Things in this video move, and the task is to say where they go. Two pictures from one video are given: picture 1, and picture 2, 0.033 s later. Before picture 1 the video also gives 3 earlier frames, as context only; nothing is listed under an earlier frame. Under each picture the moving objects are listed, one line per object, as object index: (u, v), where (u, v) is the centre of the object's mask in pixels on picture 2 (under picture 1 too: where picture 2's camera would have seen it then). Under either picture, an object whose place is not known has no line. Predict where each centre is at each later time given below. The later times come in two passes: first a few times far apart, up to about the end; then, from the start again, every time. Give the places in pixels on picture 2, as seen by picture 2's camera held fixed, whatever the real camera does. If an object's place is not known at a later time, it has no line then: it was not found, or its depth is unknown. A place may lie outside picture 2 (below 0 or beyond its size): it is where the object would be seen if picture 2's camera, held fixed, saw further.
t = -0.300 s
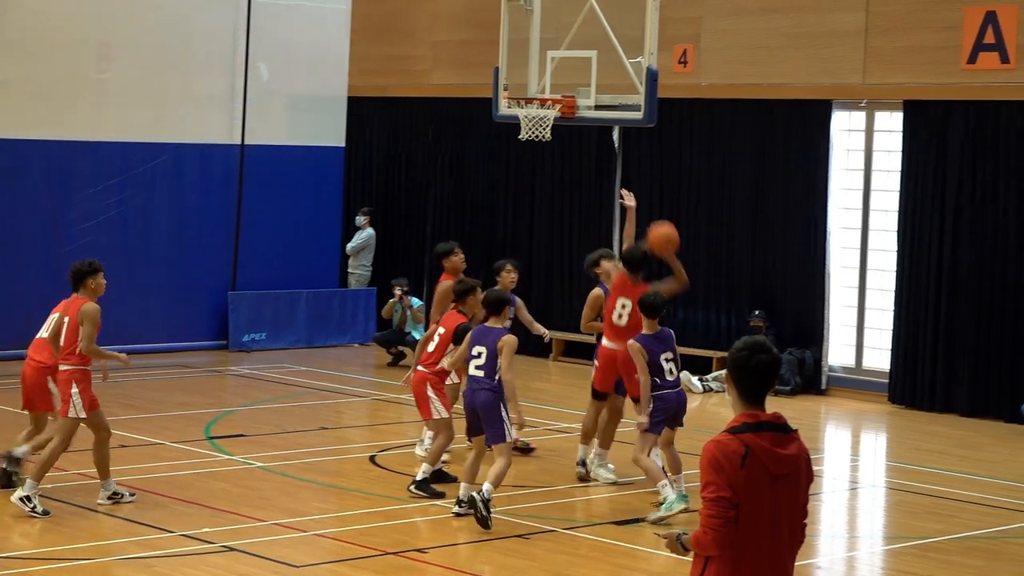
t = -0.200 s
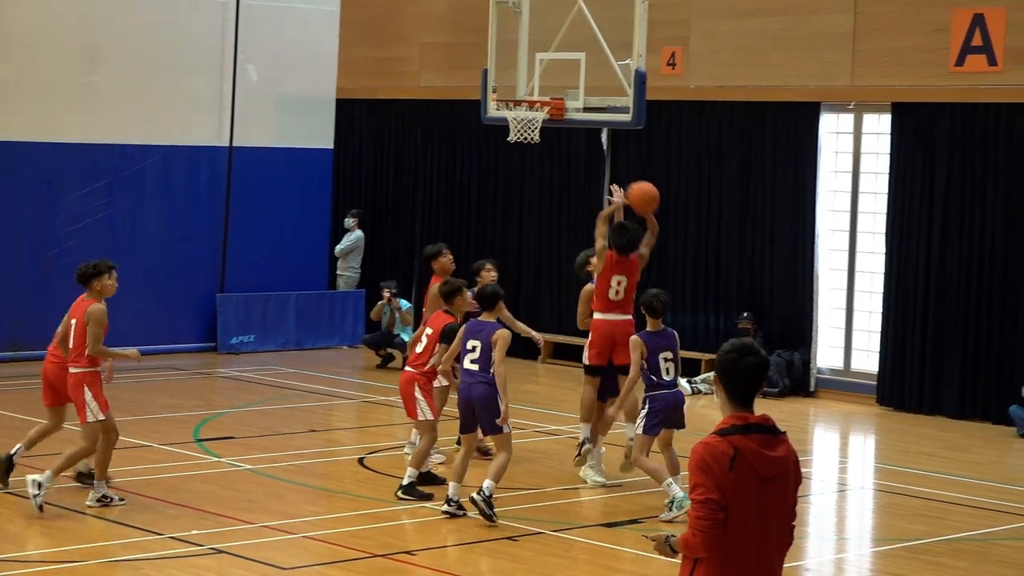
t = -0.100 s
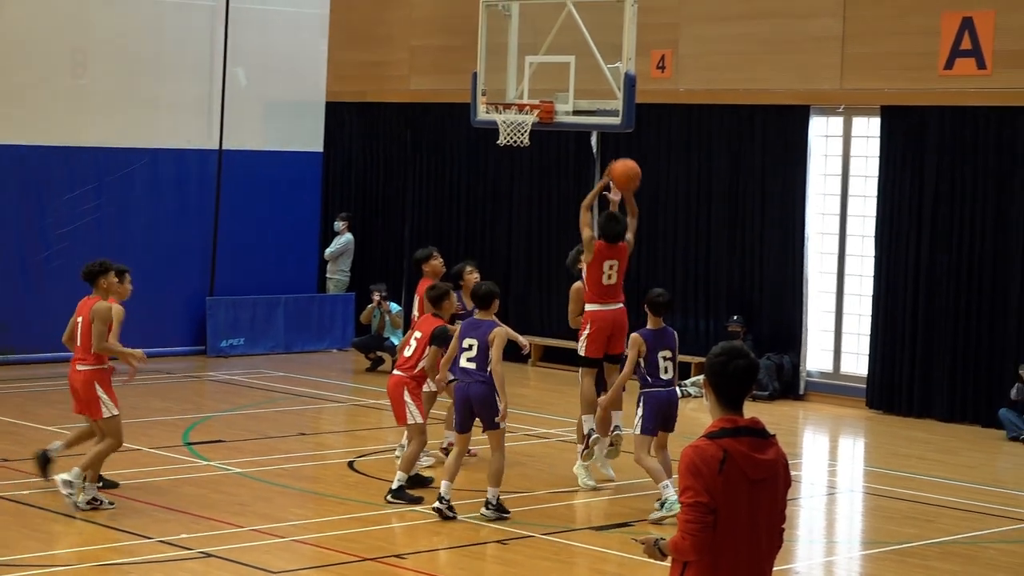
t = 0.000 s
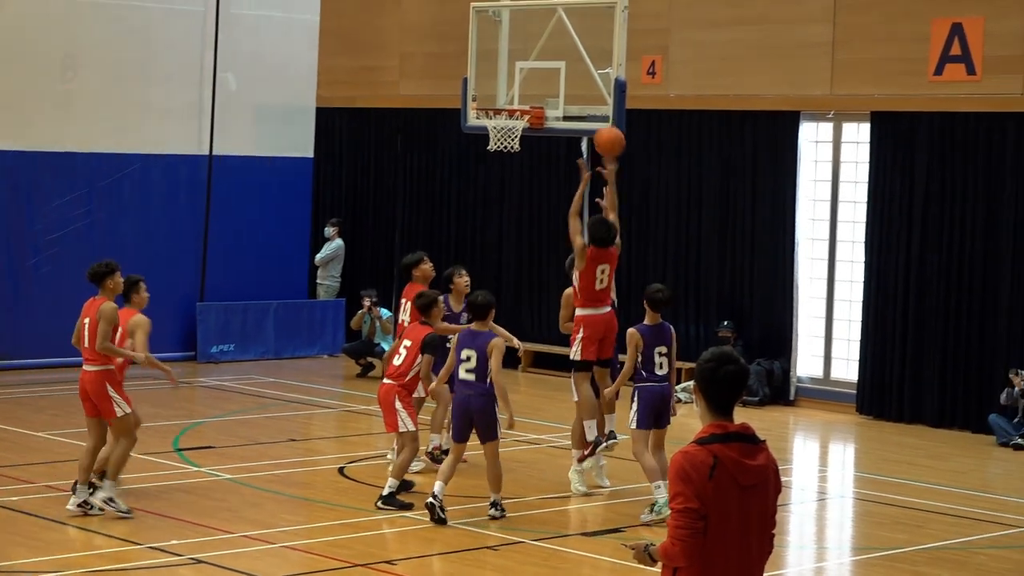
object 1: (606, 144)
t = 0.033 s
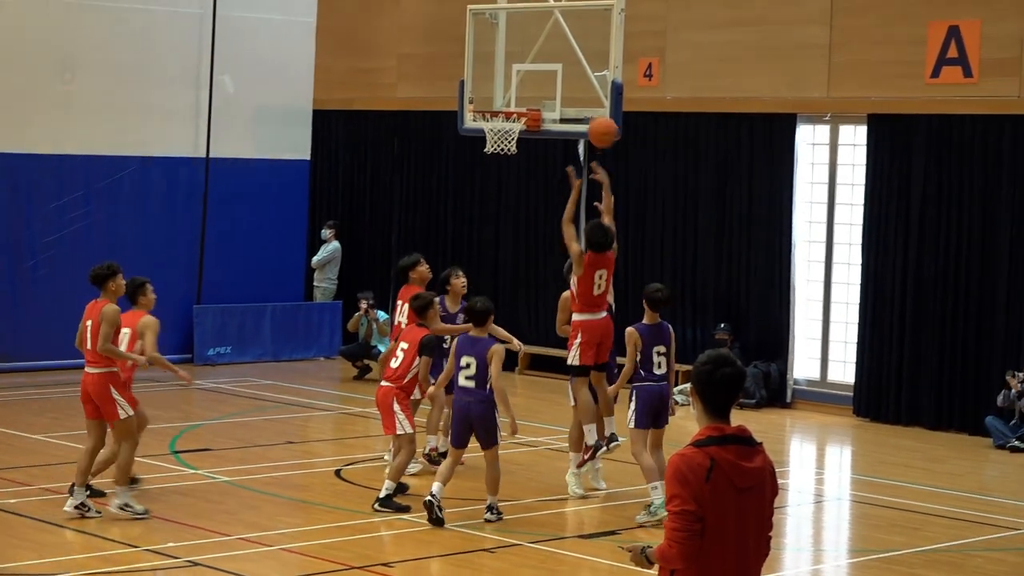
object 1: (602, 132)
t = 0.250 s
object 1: (568, 89)
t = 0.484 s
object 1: (513, 94)
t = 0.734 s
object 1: (490, 111)
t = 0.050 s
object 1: (600, 127)
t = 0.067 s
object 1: (598, 120)
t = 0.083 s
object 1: (596, 115)
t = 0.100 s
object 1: (594, 111)
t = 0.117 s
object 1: (592, 107)
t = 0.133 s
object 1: (591, 103)
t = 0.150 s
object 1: (589, 99)
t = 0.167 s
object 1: (587, 96)
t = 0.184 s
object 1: (585, 93)
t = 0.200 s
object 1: (583, 92)
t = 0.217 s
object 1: (578, 90)
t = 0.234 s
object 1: (574, 89)
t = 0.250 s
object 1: (568, 89)
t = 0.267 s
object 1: (564, 88)
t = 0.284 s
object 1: (558, 88)
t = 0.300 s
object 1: (554, 88)
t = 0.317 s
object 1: (548, 89)
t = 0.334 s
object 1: (544, 90)
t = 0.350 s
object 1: (539, 91)
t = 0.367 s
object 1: (535, 93)
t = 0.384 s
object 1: (529, 95)
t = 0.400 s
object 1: (524, 97)
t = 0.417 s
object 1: (519, 100)
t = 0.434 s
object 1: (517, 100)
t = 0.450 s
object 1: (515, 97)
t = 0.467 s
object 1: (514, 95)
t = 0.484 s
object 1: (513, 94)
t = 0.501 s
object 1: (511, 92)
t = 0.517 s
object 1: (510, 92)
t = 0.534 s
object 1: (508, 91)
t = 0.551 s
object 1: (507, 91)
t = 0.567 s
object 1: (505, 91)
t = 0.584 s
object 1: (504, 92)
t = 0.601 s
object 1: (502, 92)
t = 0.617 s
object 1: (501, 94)
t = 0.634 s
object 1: (499, 95)
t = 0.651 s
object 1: (497, 97)
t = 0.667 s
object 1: (496, 98)
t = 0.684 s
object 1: (495, 101)
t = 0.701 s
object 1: (493, 104)
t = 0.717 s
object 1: (490, 107)
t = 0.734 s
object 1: (490, 111)
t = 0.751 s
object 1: (488, 114)
